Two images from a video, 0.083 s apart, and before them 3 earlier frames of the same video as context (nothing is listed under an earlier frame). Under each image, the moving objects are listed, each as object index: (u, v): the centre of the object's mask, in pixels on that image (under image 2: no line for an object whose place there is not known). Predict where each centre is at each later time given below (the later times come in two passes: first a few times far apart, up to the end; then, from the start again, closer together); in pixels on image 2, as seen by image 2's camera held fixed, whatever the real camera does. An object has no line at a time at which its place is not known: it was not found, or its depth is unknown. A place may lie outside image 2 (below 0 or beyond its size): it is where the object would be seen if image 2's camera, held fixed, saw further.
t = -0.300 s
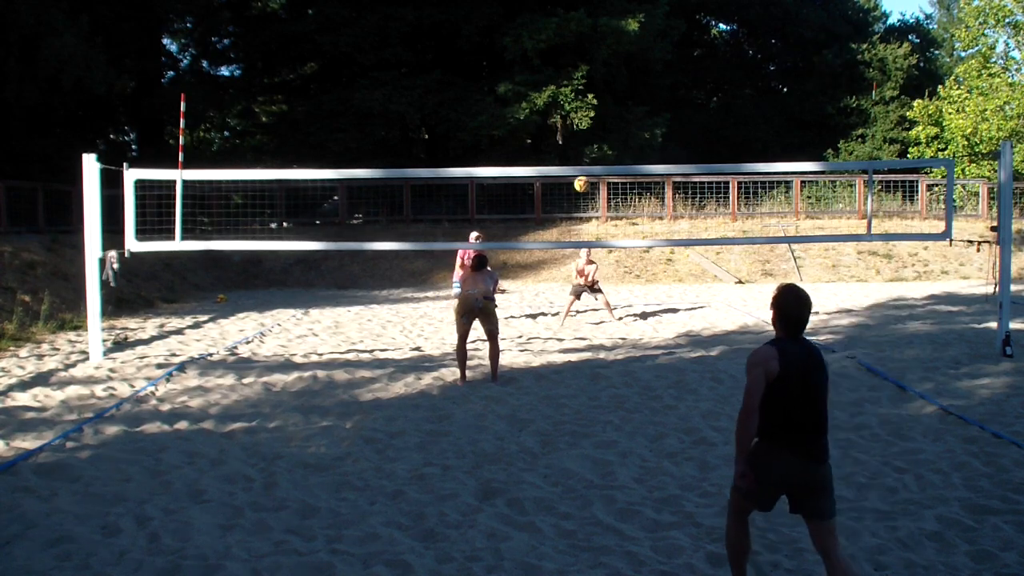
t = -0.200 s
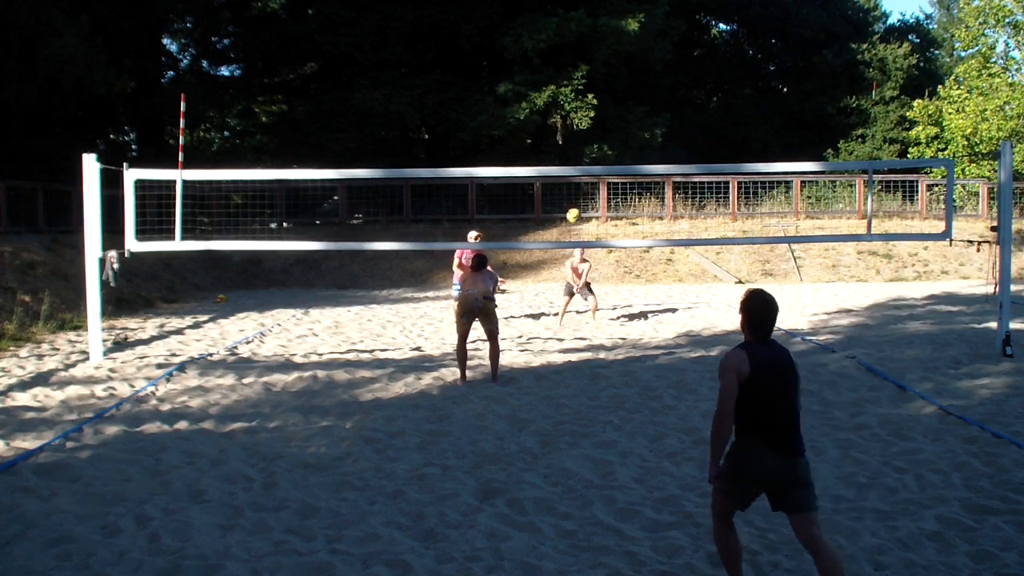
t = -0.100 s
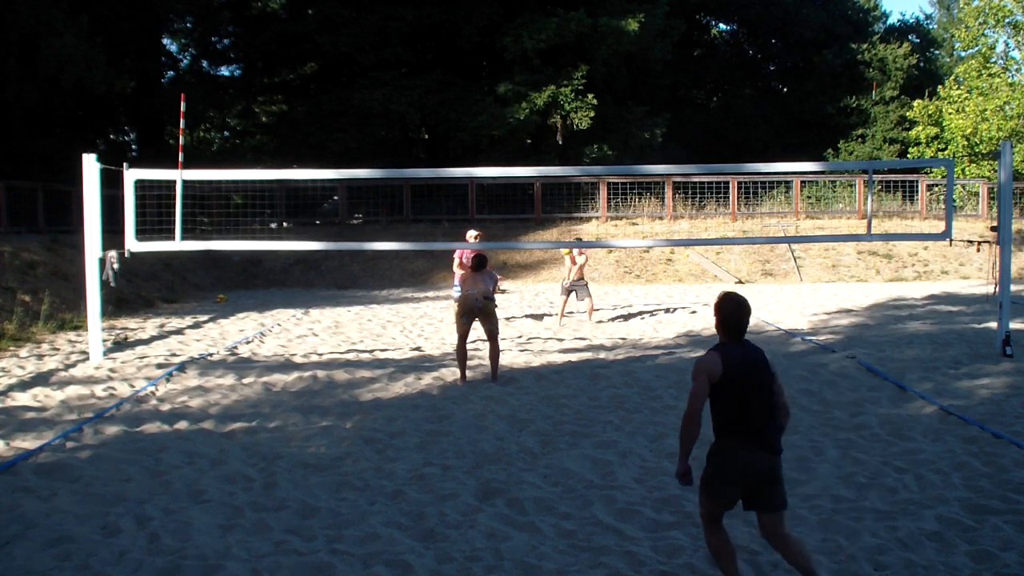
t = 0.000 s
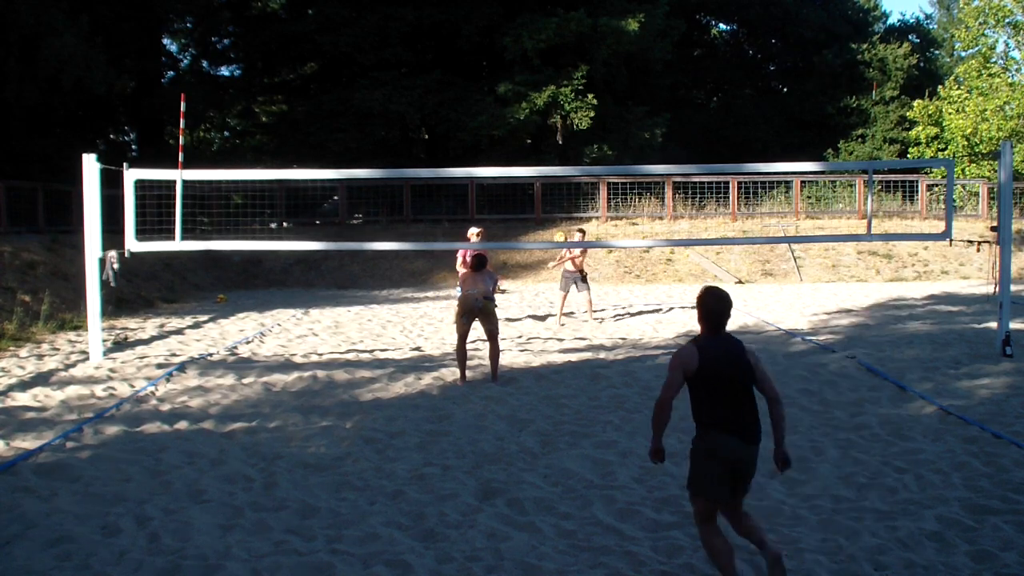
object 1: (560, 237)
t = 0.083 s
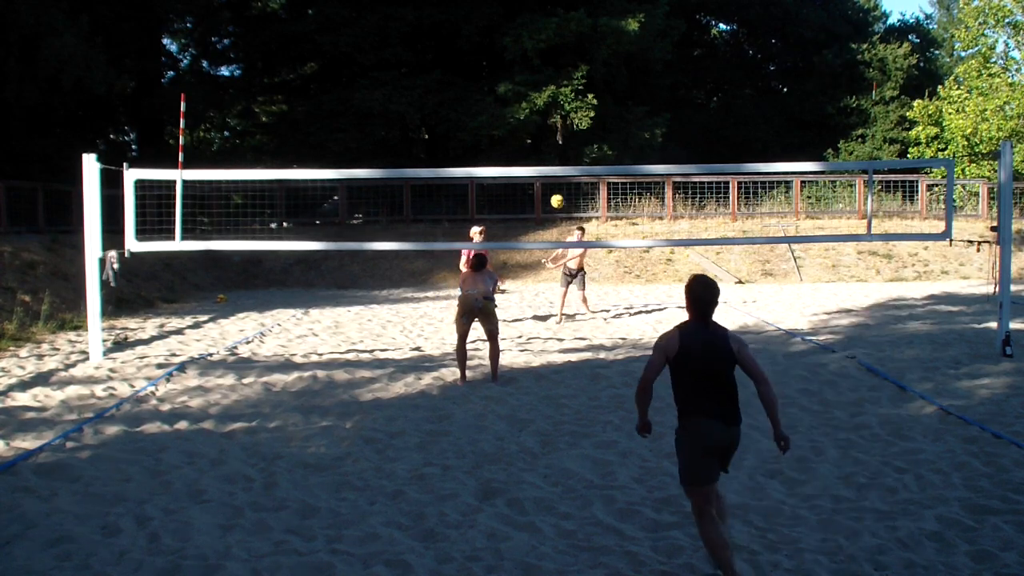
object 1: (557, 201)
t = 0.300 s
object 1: (547, 121)
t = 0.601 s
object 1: (533, 56)
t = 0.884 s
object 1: (521, 45)
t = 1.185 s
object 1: (507, 92)
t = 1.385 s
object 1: (497, 158)
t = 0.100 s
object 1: (556, 194)
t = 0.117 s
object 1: (556, 187)
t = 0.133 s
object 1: (554, 181)
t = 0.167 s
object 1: (553, 164)
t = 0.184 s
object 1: (552, 160)
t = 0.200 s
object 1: (552, 155)
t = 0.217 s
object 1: (551, 149)
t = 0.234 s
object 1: (550, 143)
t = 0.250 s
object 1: (549, 137)
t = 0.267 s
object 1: (549, 132)
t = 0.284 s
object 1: (548, 127)
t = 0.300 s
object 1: (547, 121)
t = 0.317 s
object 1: (546, 116)
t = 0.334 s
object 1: (546, 112)
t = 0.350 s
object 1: (545, 107)
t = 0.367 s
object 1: (544, 103)
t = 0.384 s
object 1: (543, 98)
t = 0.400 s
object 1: (542, 93)
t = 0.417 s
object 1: (541, 89)
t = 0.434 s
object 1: (540, 85)
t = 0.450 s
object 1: (541, 82)
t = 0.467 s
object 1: (540, 79)
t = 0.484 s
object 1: (539, 75)
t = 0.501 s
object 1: (538, 72)
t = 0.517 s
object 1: (537, 69)
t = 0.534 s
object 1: (537, 66)
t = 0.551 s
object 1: (536, 63)
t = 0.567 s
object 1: (535, 61)
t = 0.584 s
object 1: (534, 59)
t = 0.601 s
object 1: (533, 56)
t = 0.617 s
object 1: (533, 54)
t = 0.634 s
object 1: (532, 53)
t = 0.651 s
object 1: (531, 51)
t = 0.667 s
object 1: (531, 49)
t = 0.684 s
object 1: (530, 48)
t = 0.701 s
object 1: (529, 47)
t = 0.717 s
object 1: (528, 46)
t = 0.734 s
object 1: (528, 45)
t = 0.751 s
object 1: (527, 44)
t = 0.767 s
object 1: (526, 44)
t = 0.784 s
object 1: (526, 43)
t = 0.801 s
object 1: (525, 43)
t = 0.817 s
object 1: (524, 43)
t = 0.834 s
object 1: (523, 44)
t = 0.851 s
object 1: (523, 44)
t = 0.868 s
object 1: (522, 45)
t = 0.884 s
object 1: (521, 45)
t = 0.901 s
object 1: (520, 46)
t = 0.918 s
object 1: (520, 47)
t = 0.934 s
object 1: (519, 49)
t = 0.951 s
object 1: (518, 50)
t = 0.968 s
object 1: (517, 52)
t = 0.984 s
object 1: (517, 54)
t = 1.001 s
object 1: (516, 56)
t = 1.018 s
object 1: (515, 58)
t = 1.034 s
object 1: (514, 61)
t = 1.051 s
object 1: (514, 63)
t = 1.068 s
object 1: (513, 66)
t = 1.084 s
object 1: (512, 69)
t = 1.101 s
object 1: (511, 72)
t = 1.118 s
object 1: (511, 76)
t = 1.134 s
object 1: (510, 79)
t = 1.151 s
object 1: (509, 83)
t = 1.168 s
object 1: (508, 87)
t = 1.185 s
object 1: (507, 92)
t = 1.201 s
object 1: (507, 96)
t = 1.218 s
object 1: (506, 101)
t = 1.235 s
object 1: (505, 106)
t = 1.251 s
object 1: (504, 111)
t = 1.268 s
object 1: (504, 116)
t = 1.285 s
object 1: (503, 122)
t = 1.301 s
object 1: (502, 127)
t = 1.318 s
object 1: (501, 133)
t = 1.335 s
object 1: (500, 139)
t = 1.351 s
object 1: (499, 145)
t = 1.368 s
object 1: (498, 152)
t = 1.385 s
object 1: (497, 158)
